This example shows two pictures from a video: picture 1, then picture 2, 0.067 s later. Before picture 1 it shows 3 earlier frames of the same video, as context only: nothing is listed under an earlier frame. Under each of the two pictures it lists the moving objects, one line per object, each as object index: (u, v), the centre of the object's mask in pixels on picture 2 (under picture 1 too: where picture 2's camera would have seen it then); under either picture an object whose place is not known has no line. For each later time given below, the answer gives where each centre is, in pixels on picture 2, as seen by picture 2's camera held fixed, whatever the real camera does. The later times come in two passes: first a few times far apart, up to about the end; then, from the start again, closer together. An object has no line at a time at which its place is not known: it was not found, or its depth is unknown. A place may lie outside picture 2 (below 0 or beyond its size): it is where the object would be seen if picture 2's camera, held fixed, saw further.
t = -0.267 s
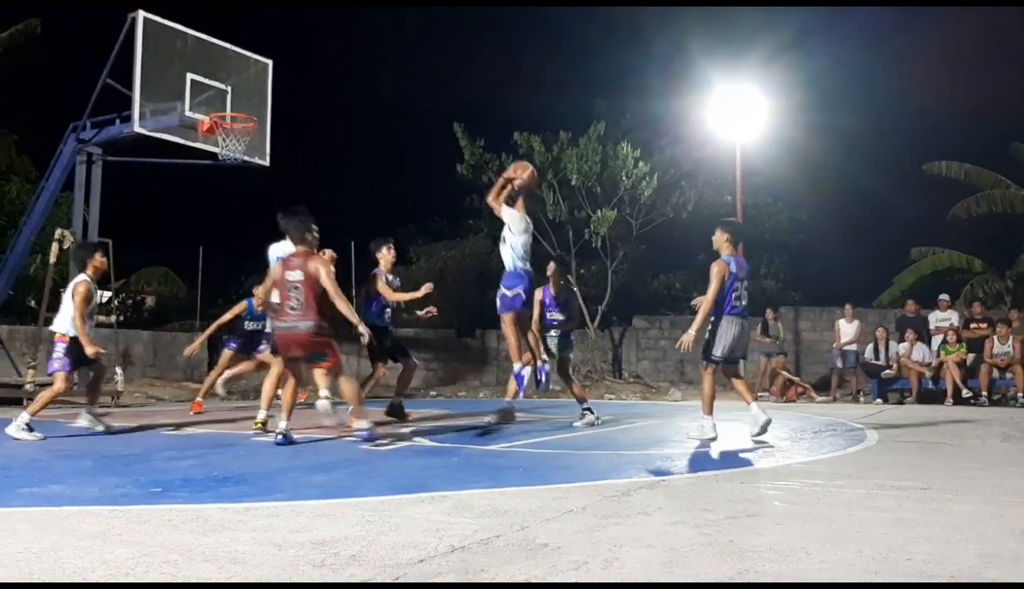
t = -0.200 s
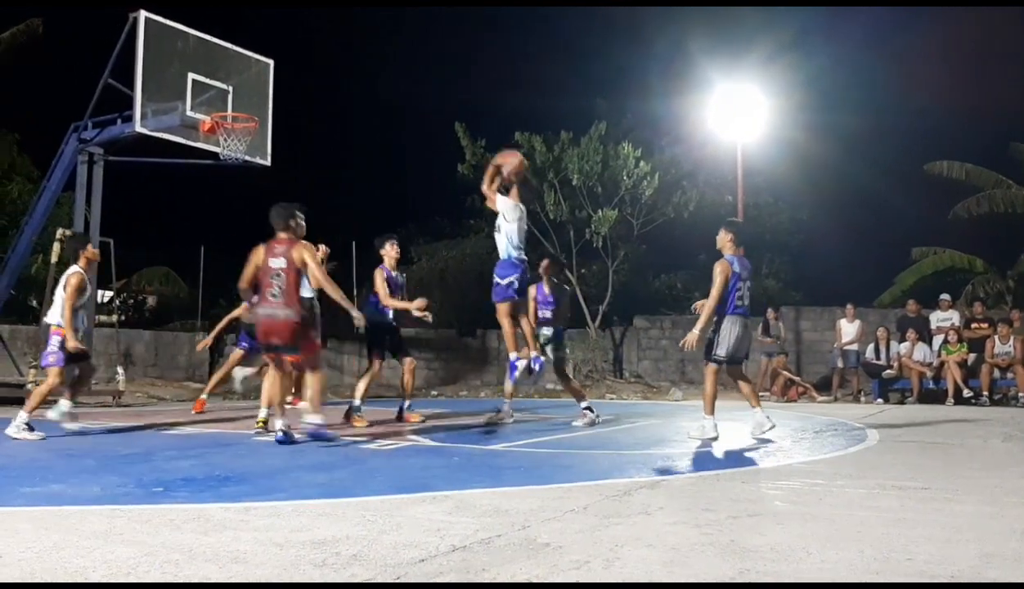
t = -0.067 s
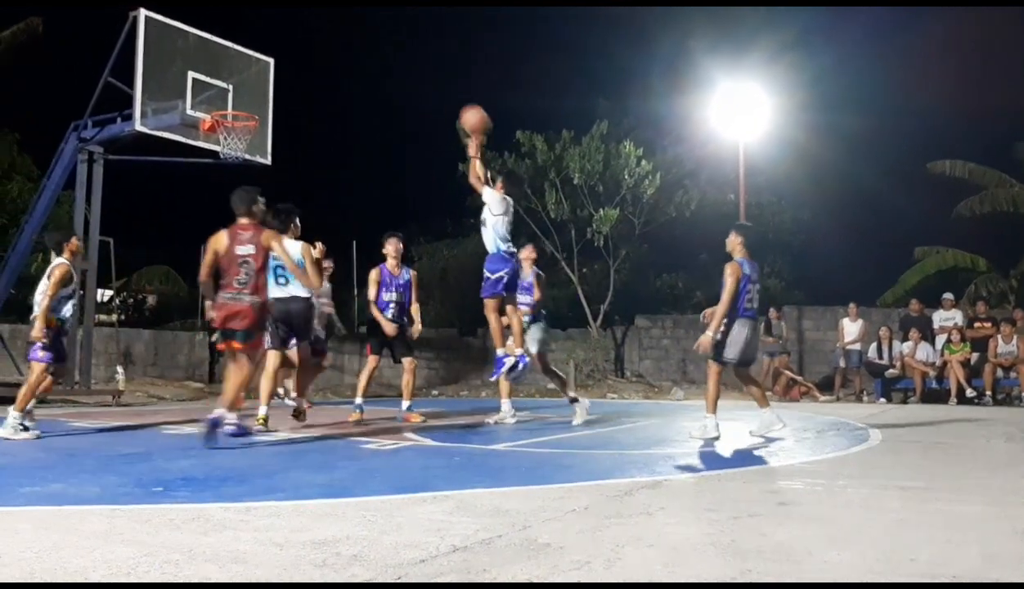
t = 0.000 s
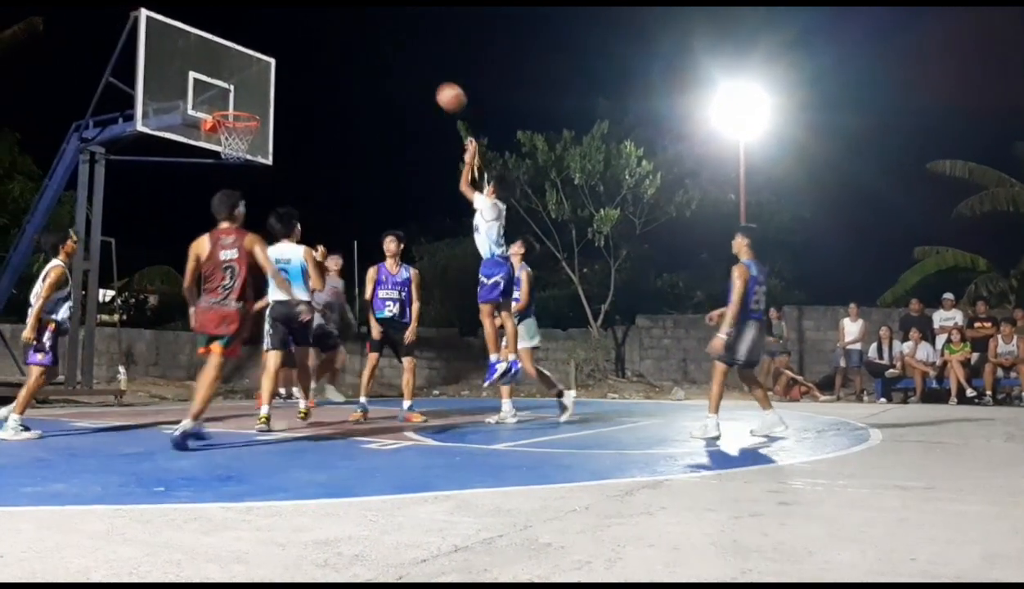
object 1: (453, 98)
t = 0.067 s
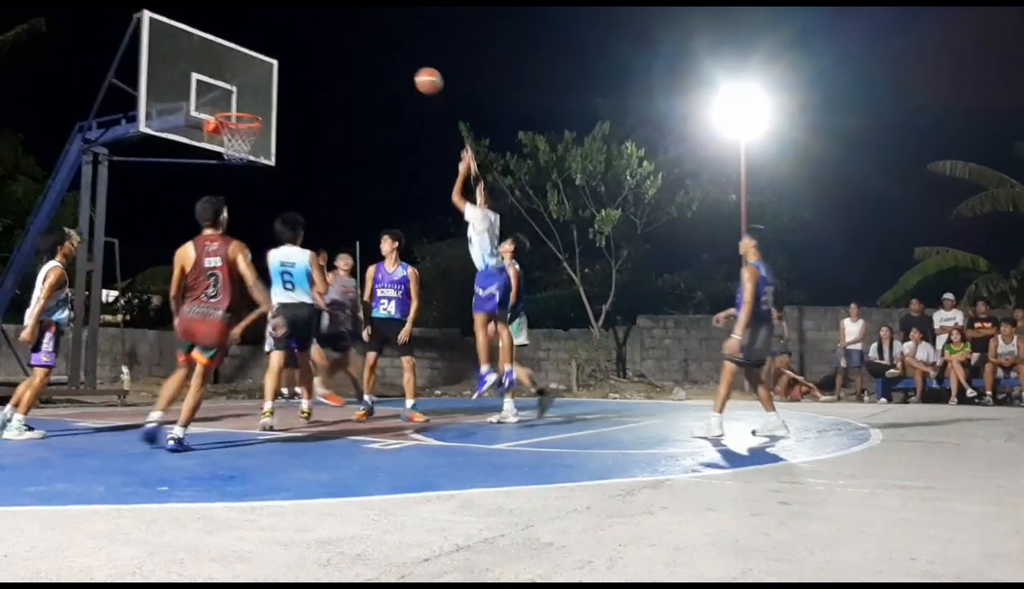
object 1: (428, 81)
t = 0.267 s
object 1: (362, 58)
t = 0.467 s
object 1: (301, 76)
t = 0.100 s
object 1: (417, 74)
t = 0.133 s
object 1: (405, 68)
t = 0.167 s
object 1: (394, 64)
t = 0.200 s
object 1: (383, 60)
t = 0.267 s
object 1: (362, 58)
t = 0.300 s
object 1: (351, 58)
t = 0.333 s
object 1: (340, 60)
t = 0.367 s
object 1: (330, 62)
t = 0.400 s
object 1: (321, 66)
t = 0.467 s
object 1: (301, 76)
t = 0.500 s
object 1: (292, 82)
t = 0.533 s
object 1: (283, 90)
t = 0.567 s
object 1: (273, 98)
